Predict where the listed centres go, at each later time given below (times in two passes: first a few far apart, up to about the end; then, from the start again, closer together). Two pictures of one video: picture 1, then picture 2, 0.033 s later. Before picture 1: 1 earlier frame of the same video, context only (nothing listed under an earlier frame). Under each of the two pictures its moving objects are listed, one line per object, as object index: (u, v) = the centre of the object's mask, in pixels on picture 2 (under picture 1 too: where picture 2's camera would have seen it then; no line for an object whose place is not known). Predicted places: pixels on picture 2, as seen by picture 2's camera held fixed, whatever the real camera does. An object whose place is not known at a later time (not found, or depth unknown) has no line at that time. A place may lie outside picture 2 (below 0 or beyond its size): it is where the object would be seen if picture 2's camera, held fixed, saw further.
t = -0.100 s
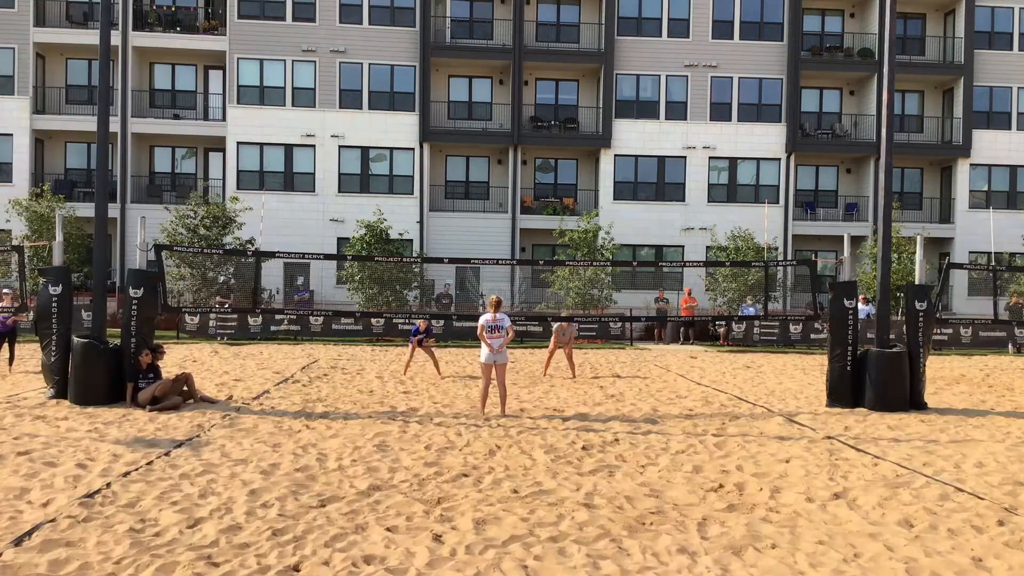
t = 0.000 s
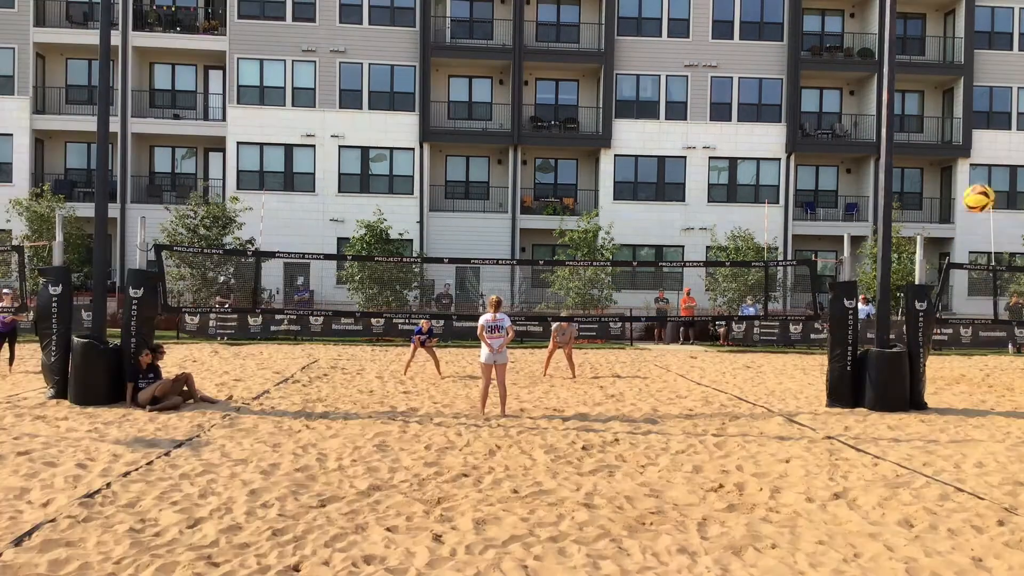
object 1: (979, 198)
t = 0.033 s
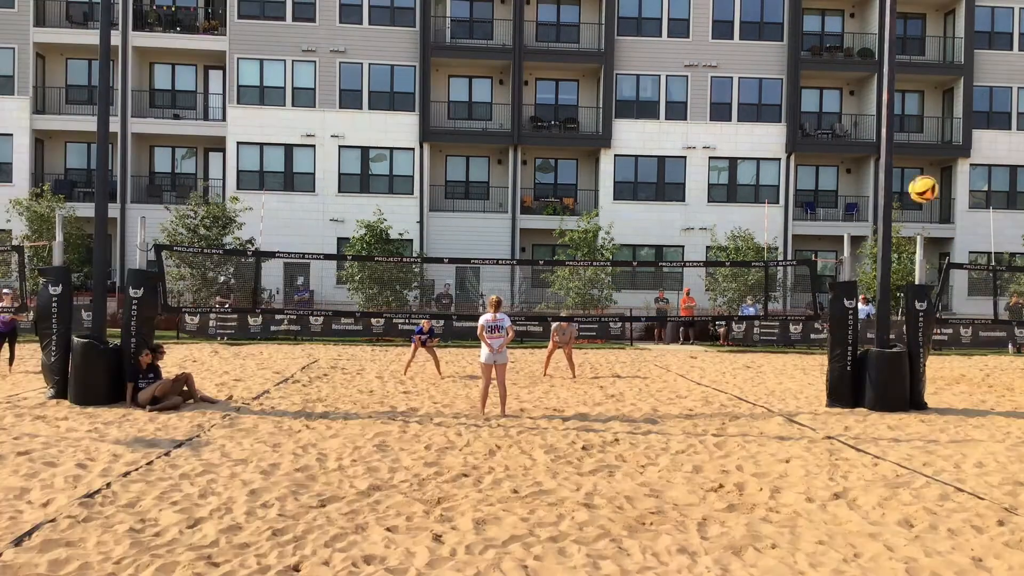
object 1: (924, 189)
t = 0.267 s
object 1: (667, 179)
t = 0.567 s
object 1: (504, 231)
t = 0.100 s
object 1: (830, 178)
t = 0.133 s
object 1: (790, 175)
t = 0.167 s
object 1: (755, 174)
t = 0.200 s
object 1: (723, 175)
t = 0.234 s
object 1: (693, 176)
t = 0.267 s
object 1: (667, 179)
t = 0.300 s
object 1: (643, 182)
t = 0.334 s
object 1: (621, 187)
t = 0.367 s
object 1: (600, 192)
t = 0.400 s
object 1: (581, 197)
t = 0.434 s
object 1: (564, 203)
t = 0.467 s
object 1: (547, 209)
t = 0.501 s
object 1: (532, 215)
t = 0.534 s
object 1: (518, 223)
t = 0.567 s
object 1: (504, 231)
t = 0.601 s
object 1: (493, 238)
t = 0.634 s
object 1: (480, 246)
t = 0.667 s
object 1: (469, 254)
